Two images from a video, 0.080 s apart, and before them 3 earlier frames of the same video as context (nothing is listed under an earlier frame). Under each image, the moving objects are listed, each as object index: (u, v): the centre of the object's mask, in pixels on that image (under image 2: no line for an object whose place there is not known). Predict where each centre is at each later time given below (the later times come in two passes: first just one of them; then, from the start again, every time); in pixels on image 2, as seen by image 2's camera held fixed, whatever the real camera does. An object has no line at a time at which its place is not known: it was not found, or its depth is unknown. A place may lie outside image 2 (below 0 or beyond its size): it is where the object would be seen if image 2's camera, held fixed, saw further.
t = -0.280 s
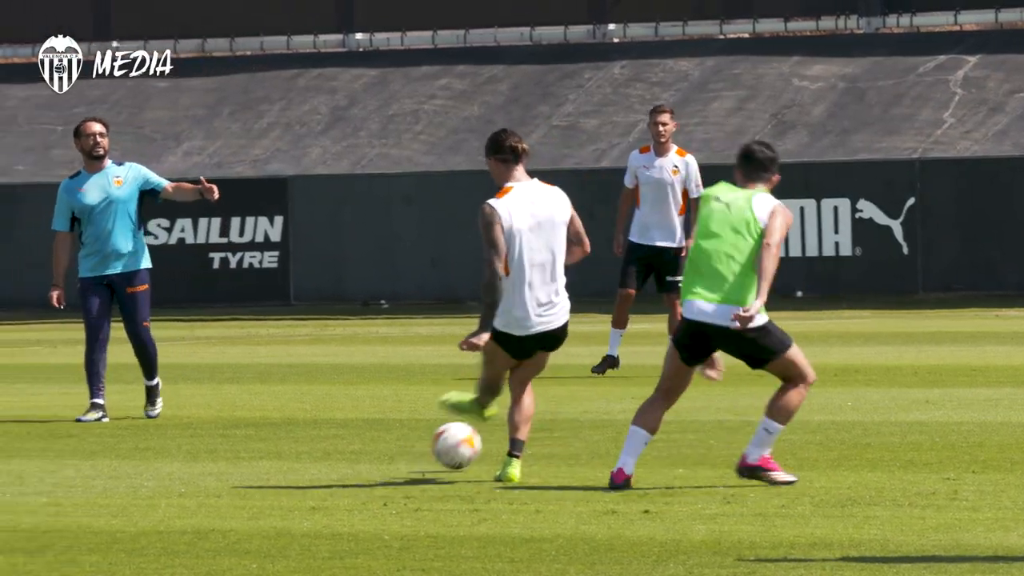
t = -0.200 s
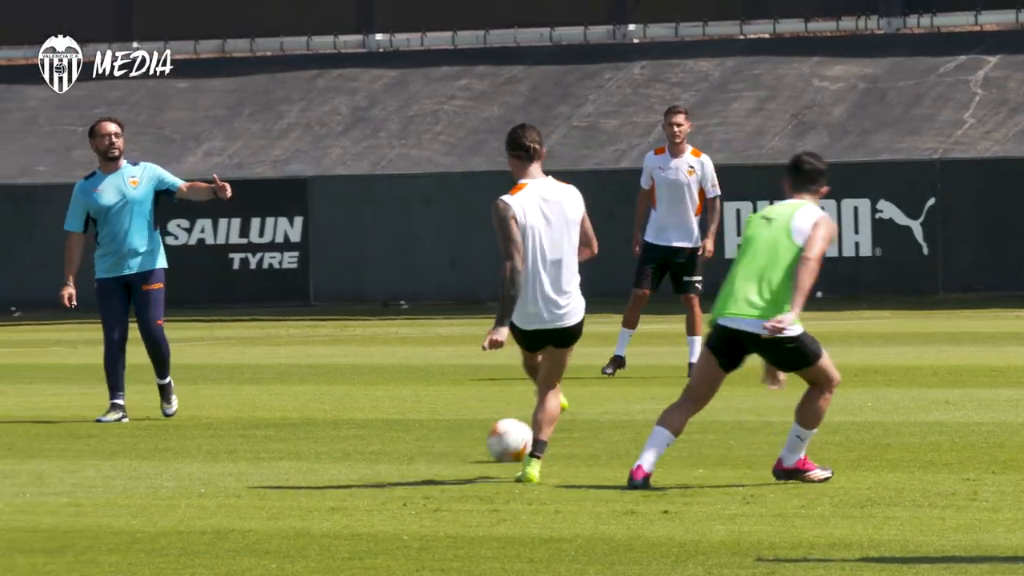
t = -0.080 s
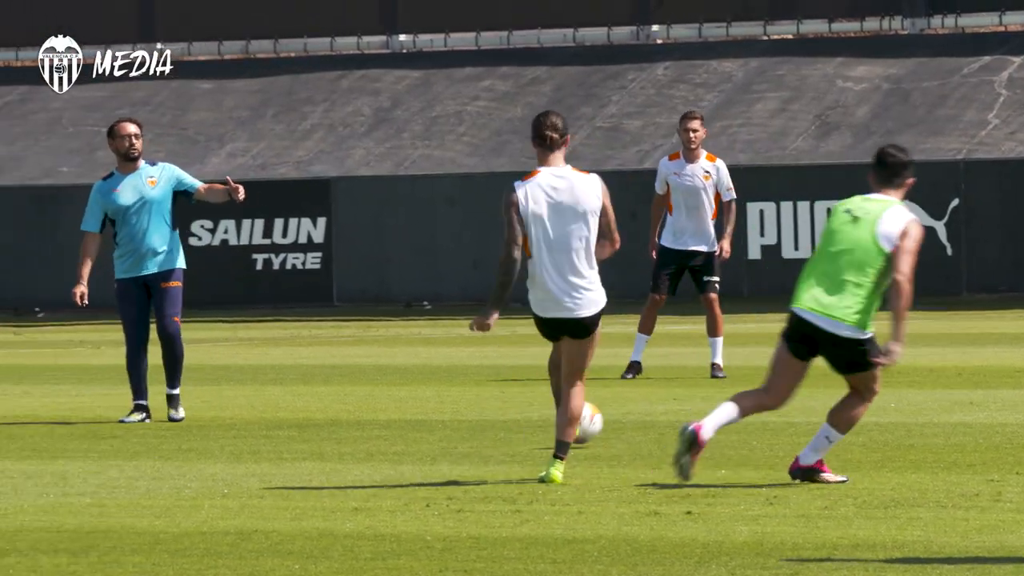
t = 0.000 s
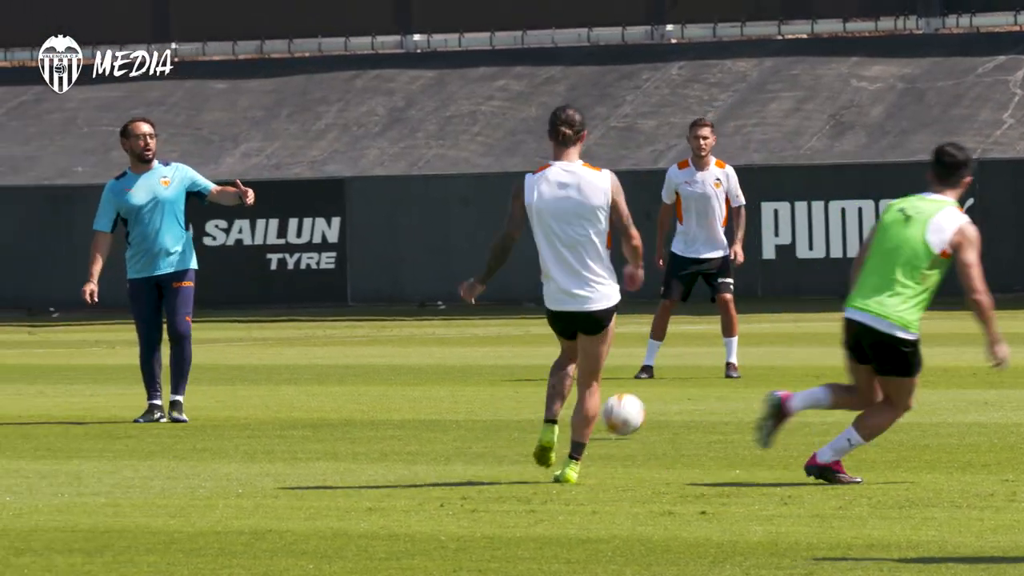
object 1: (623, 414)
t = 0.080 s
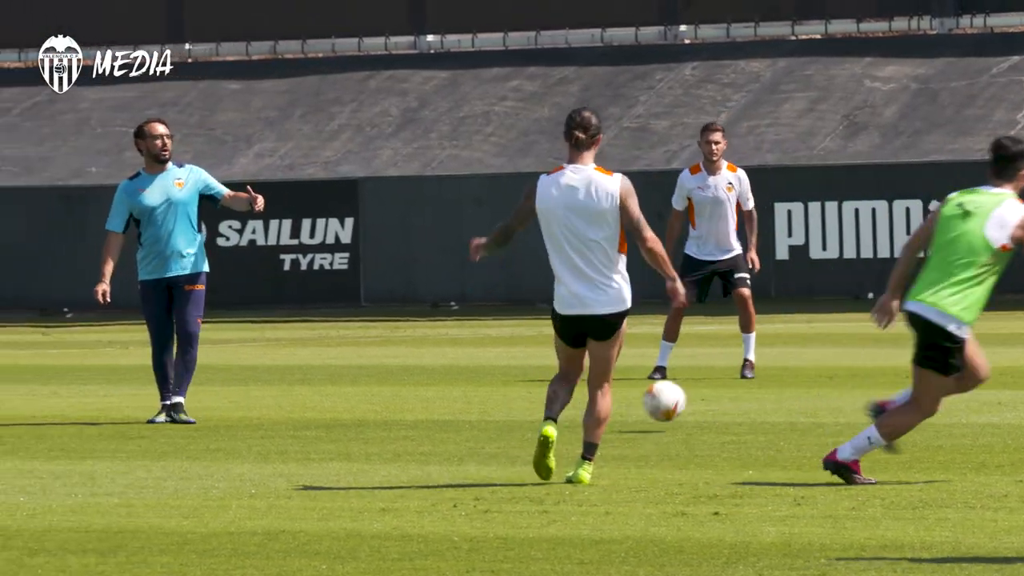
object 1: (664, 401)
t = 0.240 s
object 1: (717, 394)
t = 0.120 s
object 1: (678, 399)
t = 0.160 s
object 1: (692, 402)
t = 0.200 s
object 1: (705, 403)
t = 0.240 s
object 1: (717, 394)
